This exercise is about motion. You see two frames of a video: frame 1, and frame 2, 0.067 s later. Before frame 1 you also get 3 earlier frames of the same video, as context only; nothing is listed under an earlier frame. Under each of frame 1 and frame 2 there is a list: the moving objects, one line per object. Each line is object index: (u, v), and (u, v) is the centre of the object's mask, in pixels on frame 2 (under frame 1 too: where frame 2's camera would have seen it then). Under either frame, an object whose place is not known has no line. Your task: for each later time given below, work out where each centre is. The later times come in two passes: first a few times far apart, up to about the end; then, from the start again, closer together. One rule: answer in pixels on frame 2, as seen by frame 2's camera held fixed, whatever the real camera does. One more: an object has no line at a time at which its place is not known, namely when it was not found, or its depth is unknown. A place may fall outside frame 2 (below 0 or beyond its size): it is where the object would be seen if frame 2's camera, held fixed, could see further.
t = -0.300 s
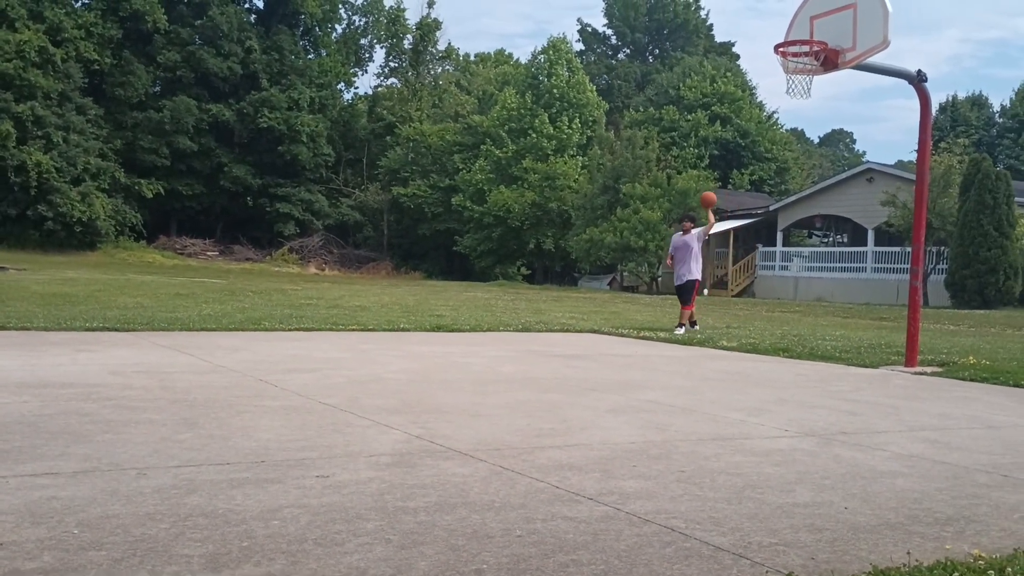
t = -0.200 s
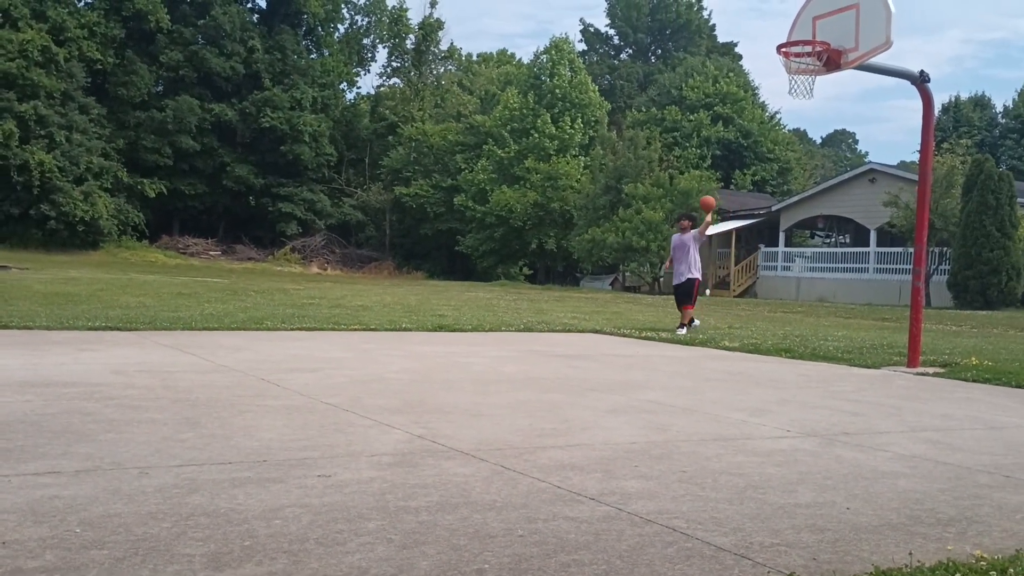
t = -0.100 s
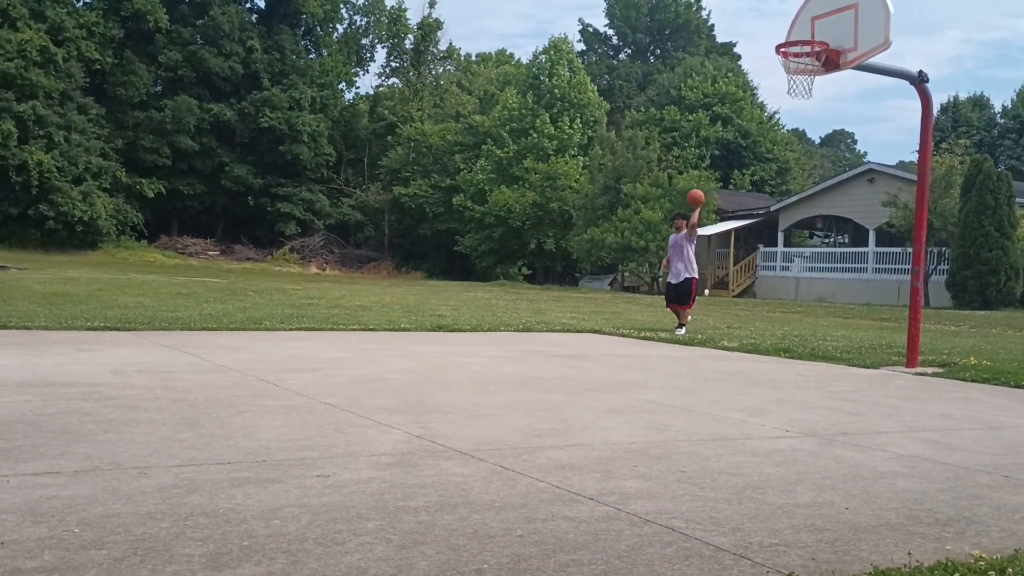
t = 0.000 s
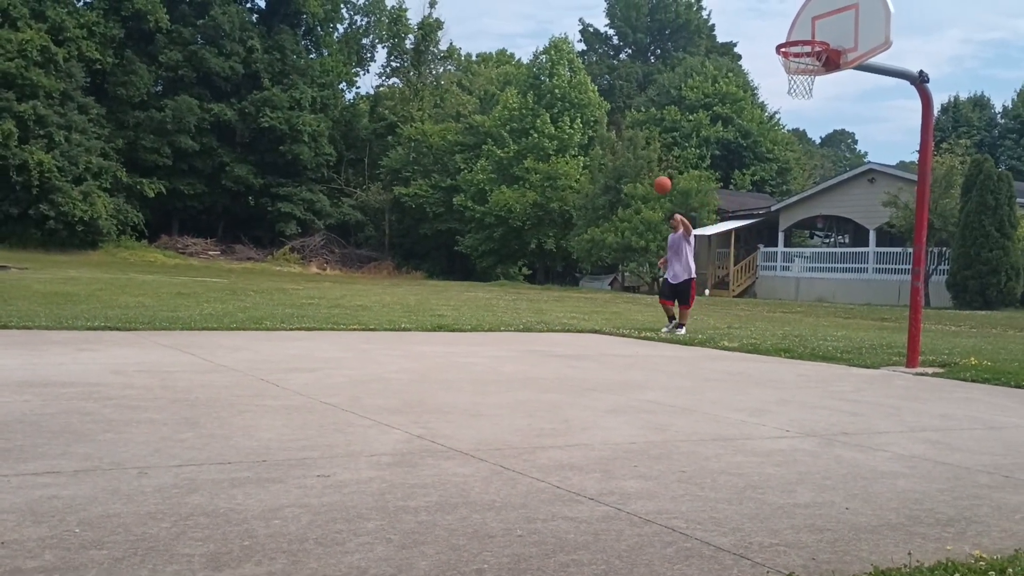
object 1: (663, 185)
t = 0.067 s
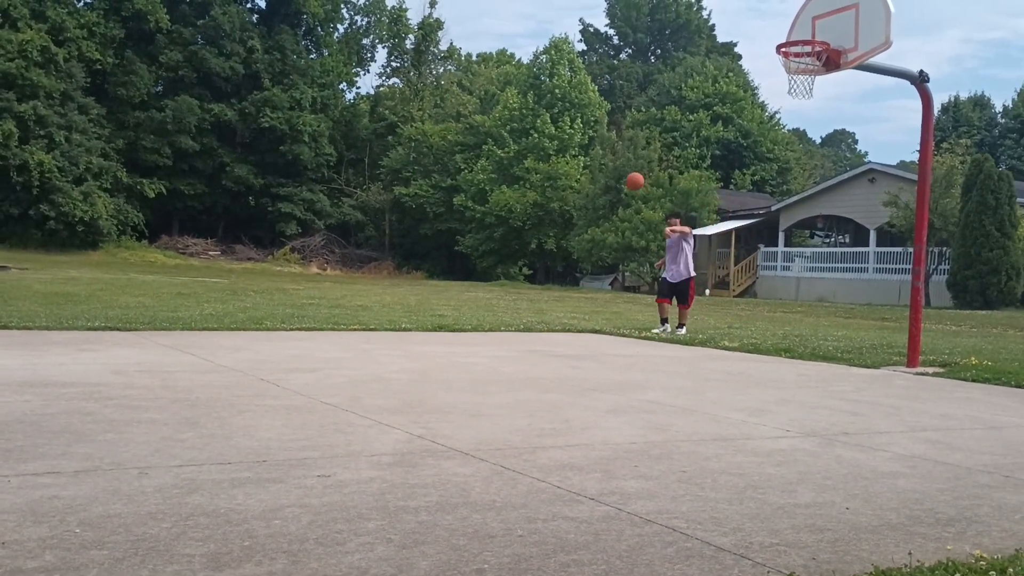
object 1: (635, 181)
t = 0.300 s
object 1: (519, 194)
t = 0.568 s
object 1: (342, 271)
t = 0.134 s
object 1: (605, 181)
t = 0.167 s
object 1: (589, 182)
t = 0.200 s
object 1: (572, 184)
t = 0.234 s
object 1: (555, 186)
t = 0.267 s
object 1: (538, 189)
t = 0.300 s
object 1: (519, 194)
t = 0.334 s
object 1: (501, 199)
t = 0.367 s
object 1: (481, 206)
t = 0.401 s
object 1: (460, 214)
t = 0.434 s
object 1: (438, 222)
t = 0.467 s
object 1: (416, 233)
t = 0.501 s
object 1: (392, 244)
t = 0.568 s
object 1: (342, 271)
